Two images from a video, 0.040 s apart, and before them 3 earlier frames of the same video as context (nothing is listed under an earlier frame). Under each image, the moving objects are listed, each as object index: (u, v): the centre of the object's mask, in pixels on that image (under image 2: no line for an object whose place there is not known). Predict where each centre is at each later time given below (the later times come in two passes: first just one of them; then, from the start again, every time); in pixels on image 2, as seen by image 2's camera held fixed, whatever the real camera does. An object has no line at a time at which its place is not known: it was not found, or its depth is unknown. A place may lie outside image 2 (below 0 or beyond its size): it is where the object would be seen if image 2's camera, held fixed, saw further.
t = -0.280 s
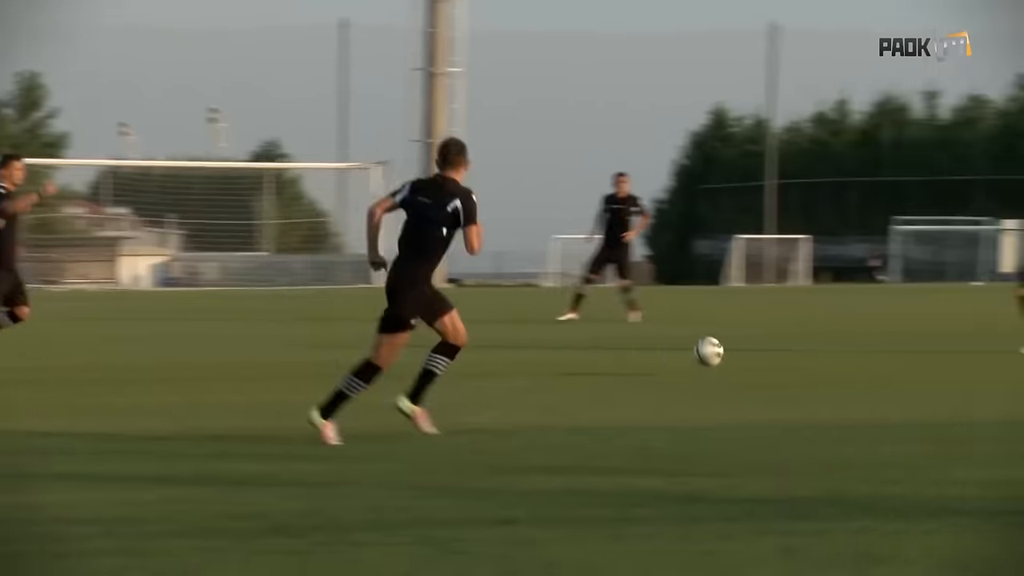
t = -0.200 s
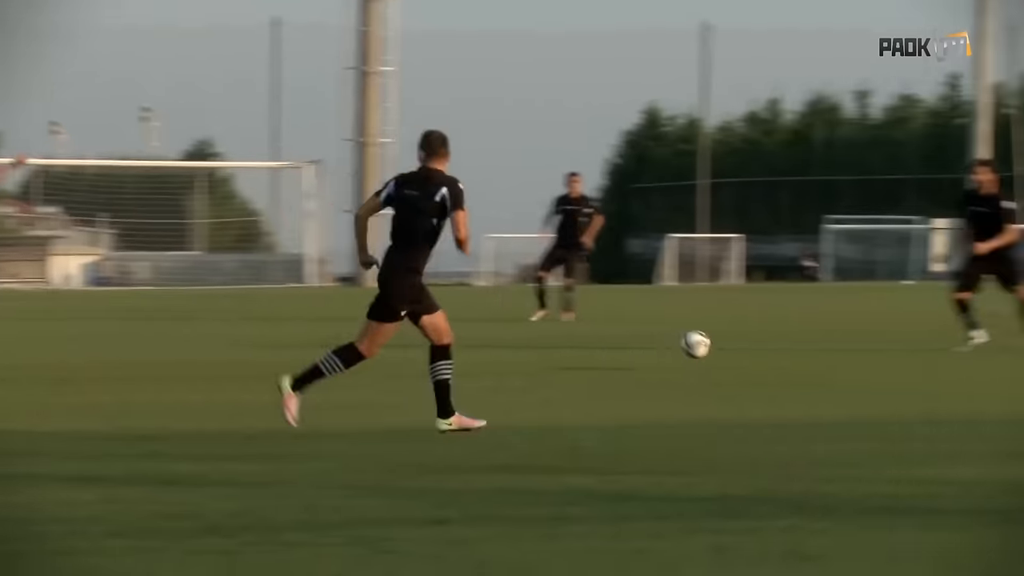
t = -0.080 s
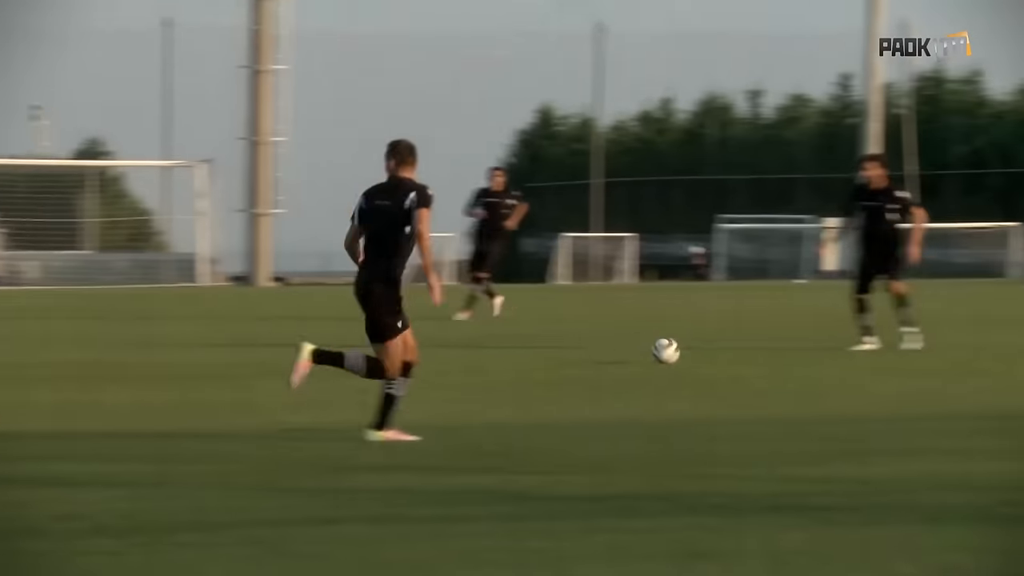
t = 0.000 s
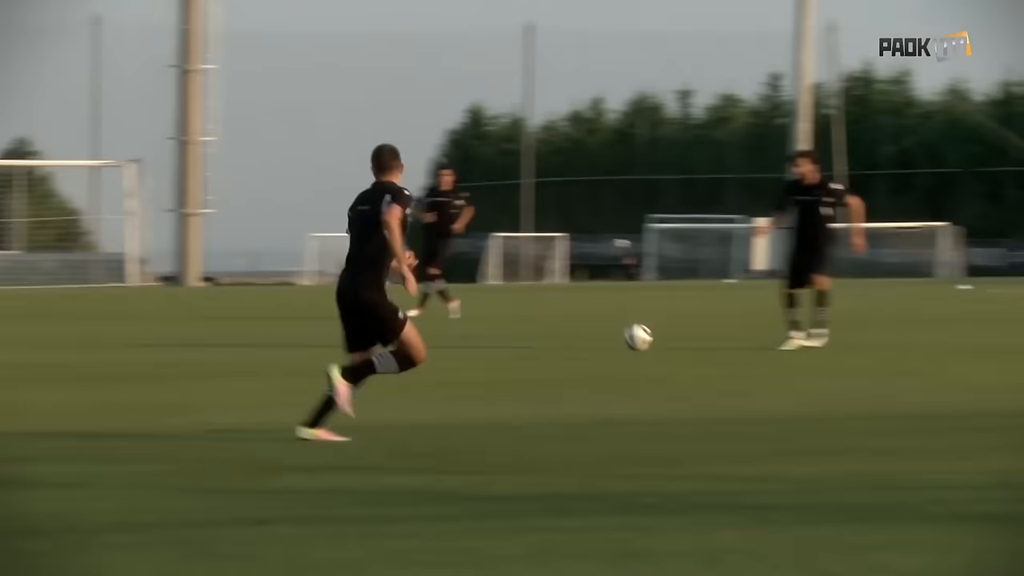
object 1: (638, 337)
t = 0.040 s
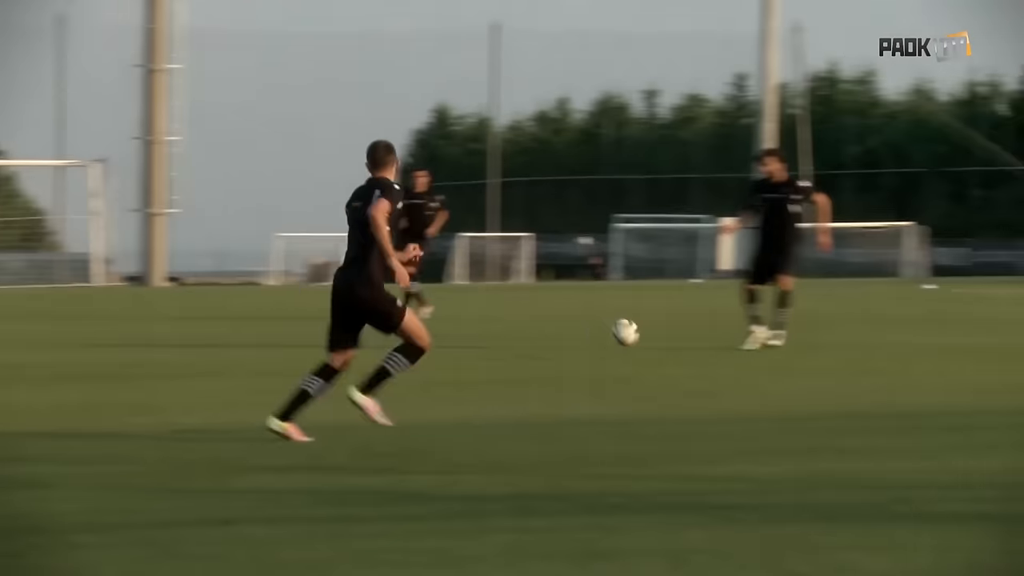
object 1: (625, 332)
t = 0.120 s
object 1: (662, 329)
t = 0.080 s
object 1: (643, 330)
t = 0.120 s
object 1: (662, 329)
